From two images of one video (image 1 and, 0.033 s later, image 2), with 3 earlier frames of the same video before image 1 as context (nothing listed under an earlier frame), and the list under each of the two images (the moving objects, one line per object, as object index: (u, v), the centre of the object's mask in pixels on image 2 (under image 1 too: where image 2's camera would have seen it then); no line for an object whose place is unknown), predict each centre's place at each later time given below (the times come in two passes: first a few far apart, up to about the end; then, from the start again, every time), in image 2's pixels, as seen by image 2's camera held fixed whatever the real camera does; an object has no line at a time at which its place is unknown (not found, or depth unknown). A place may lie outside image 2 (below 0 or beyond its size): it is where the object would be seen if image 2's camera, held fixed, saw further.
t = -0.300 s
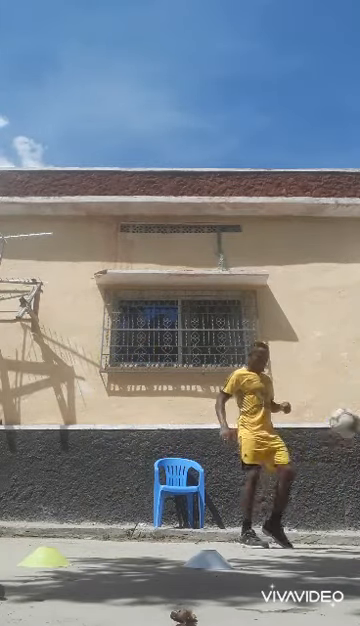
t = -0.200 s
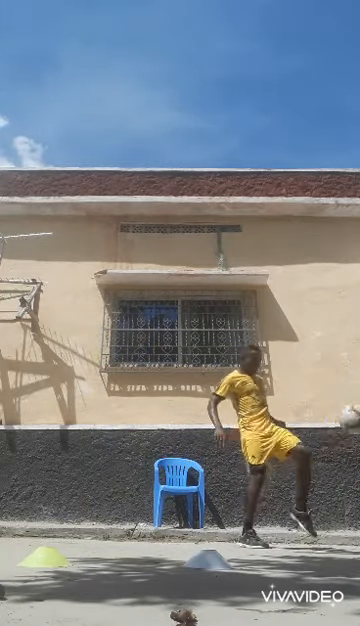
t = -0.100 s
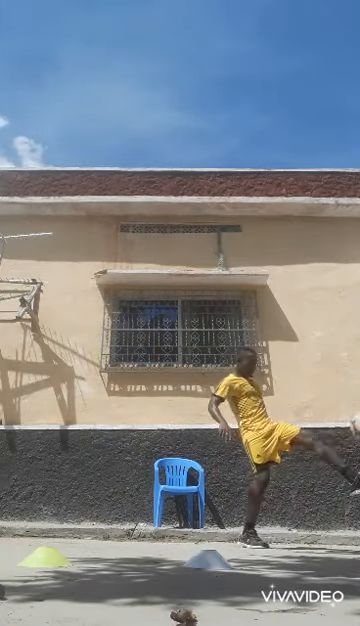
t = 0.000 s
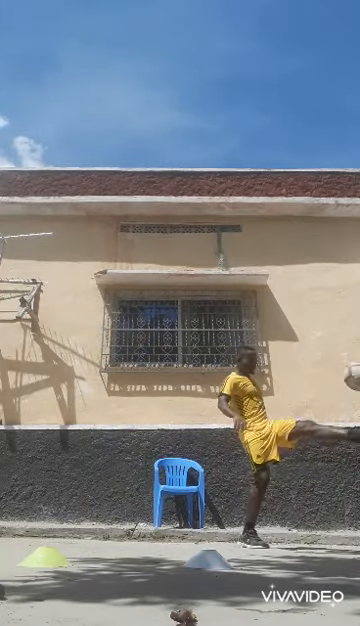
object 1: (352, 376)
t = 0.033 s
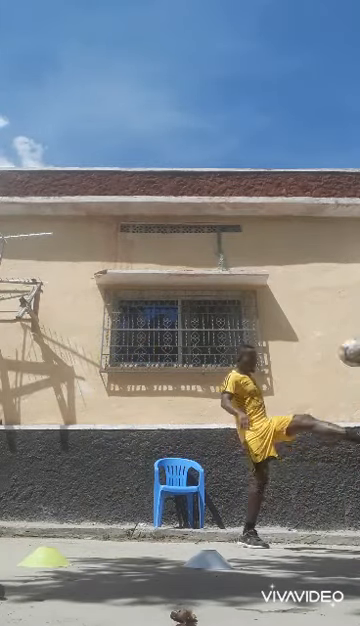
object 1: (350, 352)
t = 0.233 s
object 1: (330, 252)
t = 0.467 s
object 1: (315, 199)
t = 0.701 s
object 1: (309, 195)
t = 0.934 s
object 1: (314, 234)
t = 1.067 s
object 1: (321, 284)
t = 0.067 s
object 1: (347, 331)
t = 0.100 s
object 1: (345, 311)
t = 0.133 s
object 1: (340, 294)
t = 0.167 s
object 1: (336, 278)
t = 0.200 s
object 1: (333, 265)
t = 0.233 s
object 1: (330, 252)
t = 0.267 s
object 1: (327, 240)
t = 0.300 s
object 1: (324, 231)
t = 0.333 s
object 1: (321, 222)
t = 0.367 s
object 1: (318, 214)
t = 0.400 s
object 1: (318, 208)
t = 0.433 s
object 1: (316, 203)
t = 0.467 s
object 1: (315, 199)
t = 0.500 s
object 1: (313, 196)
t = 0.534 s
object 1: (312, 194)
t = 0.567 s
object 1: (311, 192)
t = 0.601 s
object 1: (310, 192)
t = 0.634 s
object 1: (310, 192)
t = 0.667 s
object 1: (310, 193)
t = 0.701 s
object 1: (309, 195)
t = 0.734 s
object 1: (310, 196)
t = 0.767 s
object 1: (310, 201)
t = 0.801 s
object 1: (310, 206)
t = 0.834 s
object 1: (310, 211)
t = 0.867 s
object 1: (310, 217)
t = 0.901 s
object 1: (312, 225)
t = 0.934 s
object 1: (314, 234)
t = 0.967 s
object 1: (315, 244)
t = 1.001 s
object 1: (316, 256)
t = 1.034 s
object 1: (318, 269)
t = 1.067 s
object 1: (321, 284)
